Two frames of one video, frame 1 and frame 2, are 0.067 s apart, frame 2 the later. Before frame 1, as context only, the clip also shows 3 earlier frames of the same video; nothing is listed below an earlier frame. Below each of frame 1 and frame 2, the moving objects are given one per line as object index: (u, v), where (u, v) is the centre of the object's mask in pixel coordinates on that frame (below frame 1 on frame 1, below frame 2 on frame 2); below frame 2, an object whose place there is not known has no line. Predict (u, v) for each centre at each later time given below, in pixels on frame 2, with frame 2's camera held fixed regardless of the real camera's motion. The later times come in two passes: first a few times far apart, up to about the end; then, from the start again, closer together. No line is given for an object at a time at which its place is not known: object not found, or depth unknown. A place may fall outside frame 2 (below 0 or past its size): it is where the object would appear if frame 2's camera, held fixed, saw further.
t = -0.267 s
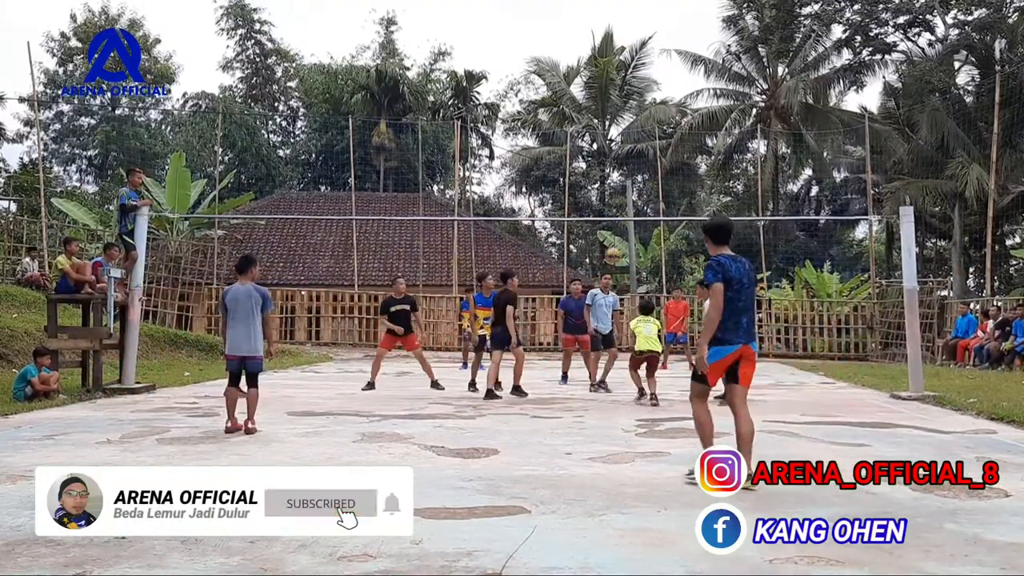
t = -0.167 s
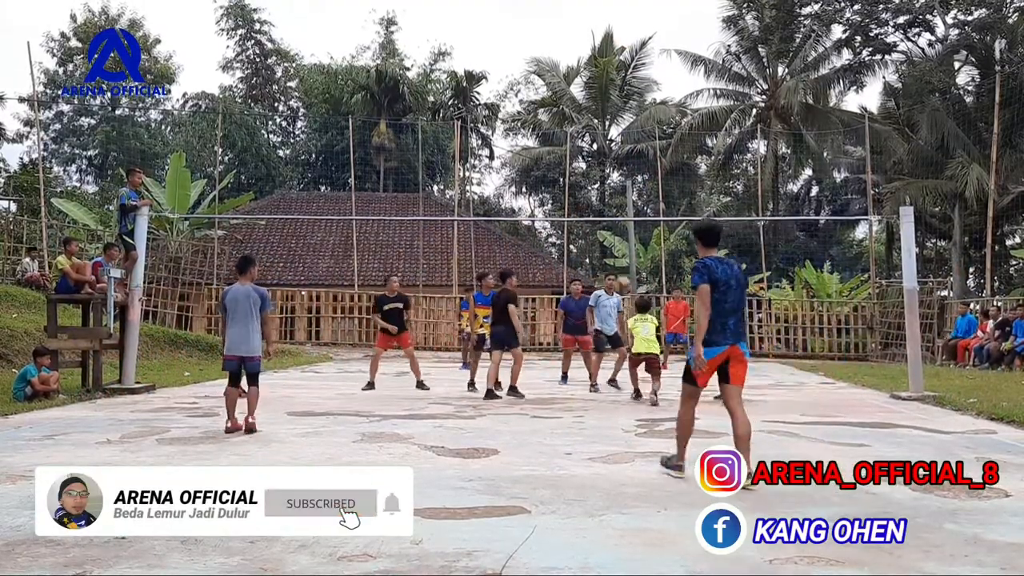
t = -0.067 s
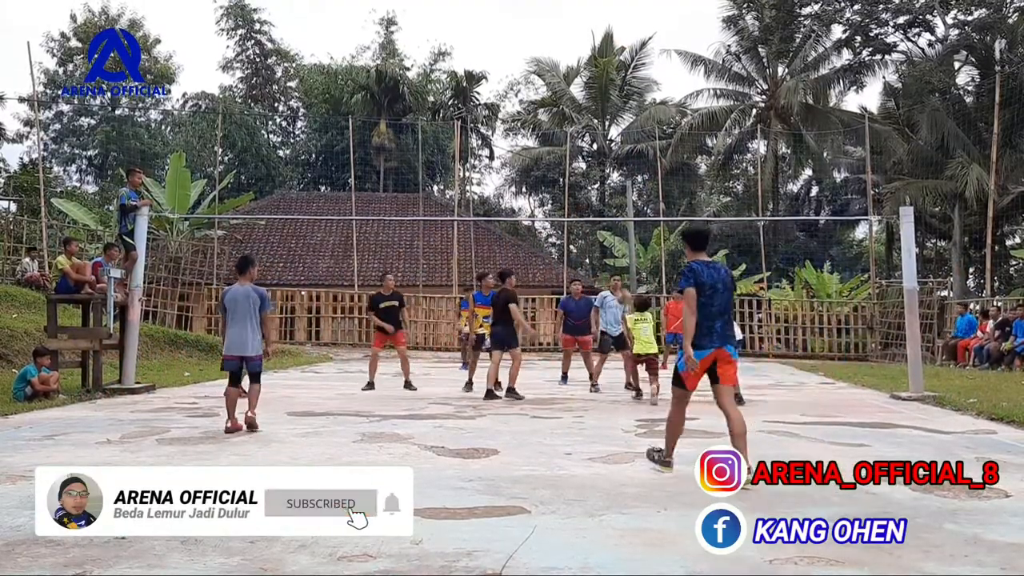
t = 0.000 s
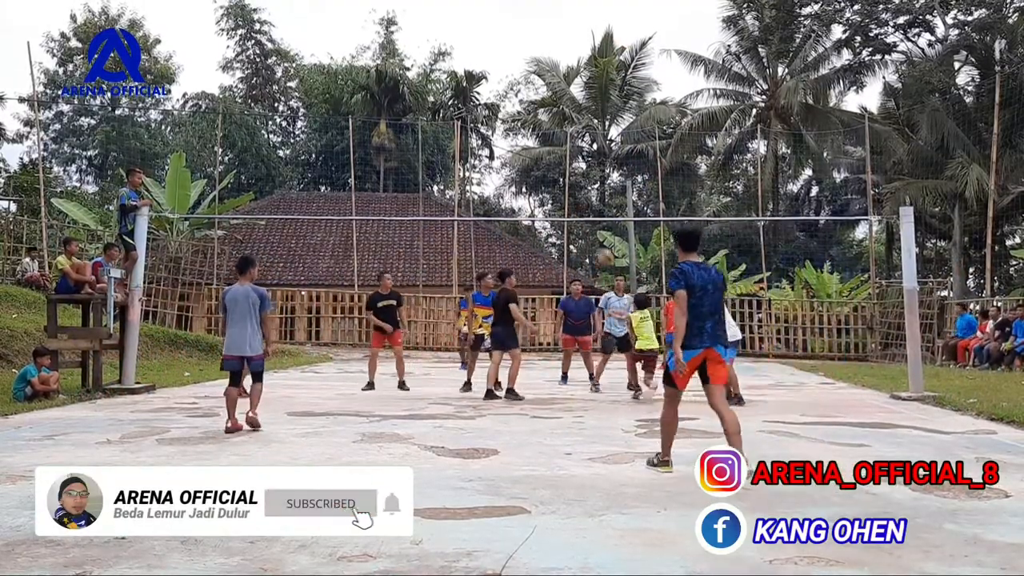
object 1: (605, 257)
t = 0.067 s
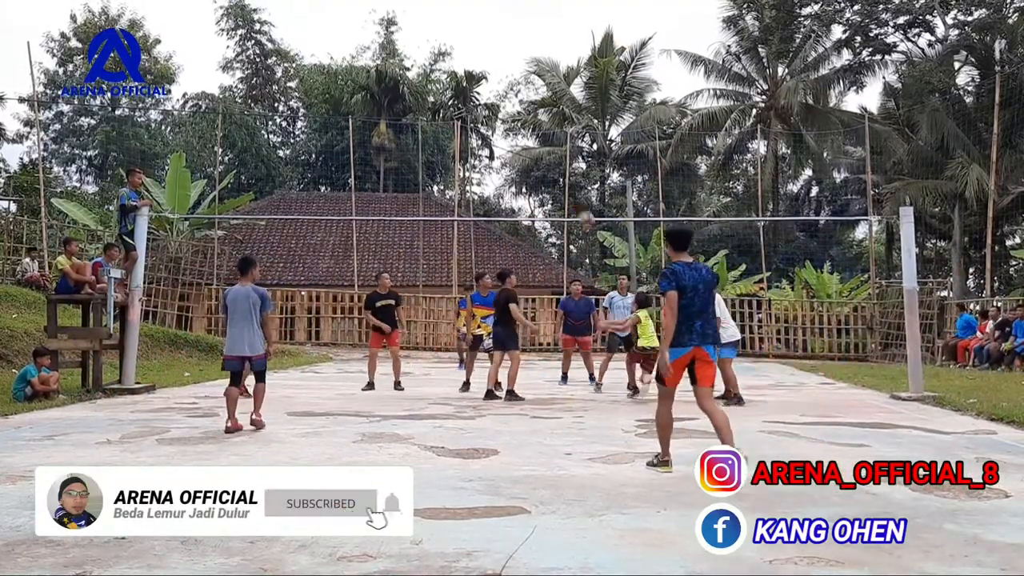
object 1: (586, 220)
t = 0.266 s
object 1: (531, 127)
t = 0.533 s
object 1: (458, 52)
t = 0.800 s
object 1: (387, 29)
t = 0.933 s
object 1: (350, 36)
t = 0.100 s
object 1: (577, 203)
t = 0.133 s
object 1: (568, 186)
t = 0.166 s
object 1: (558, 170)
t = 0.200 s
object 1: (550, 159)
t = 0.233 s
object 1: (542, 141)
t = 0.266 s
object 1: (531, 127)
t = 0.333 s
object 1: (513, 104)
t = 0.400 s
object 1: (494, 83)
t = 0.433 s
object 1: (486, 74)
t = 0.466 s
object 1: (477, 66)
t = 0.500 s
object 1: (467, 59)
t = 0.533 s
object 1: (458, 52)
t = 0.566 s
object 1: (449, 46)
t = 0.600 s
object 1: (440, 42)
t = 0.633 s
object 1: (431, 37)
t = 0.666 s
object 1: (422, 34)
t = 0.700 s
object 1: (413, 31)
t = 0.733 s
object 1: (404, 29)
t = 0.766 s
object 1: (396, 29)
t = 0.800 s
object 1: (387, 29)
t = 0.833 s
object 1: (377, 29)
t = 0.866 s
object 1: (368, 30)
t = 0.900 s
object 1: (359, 33)
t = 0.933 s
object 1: (350, 36)
